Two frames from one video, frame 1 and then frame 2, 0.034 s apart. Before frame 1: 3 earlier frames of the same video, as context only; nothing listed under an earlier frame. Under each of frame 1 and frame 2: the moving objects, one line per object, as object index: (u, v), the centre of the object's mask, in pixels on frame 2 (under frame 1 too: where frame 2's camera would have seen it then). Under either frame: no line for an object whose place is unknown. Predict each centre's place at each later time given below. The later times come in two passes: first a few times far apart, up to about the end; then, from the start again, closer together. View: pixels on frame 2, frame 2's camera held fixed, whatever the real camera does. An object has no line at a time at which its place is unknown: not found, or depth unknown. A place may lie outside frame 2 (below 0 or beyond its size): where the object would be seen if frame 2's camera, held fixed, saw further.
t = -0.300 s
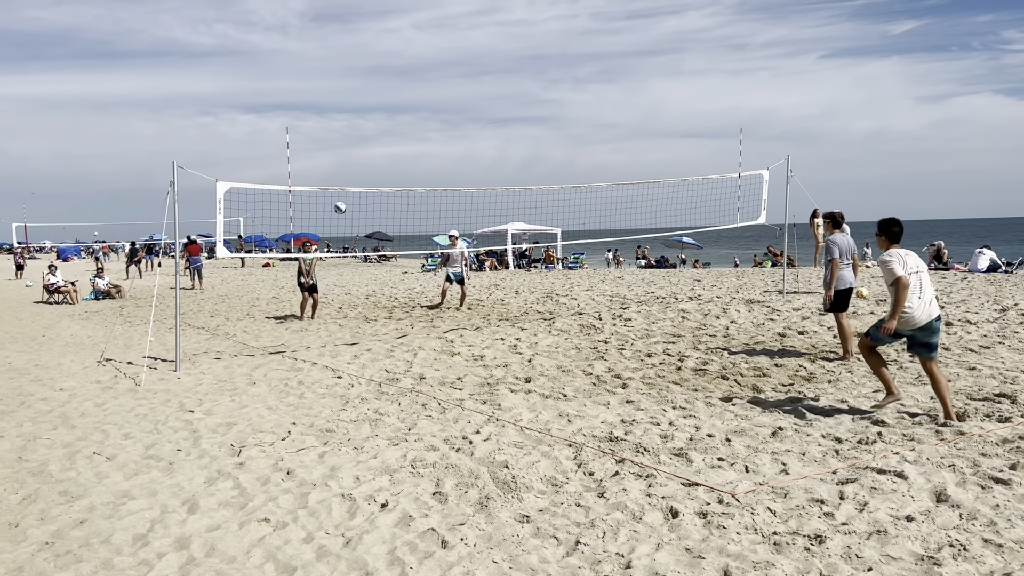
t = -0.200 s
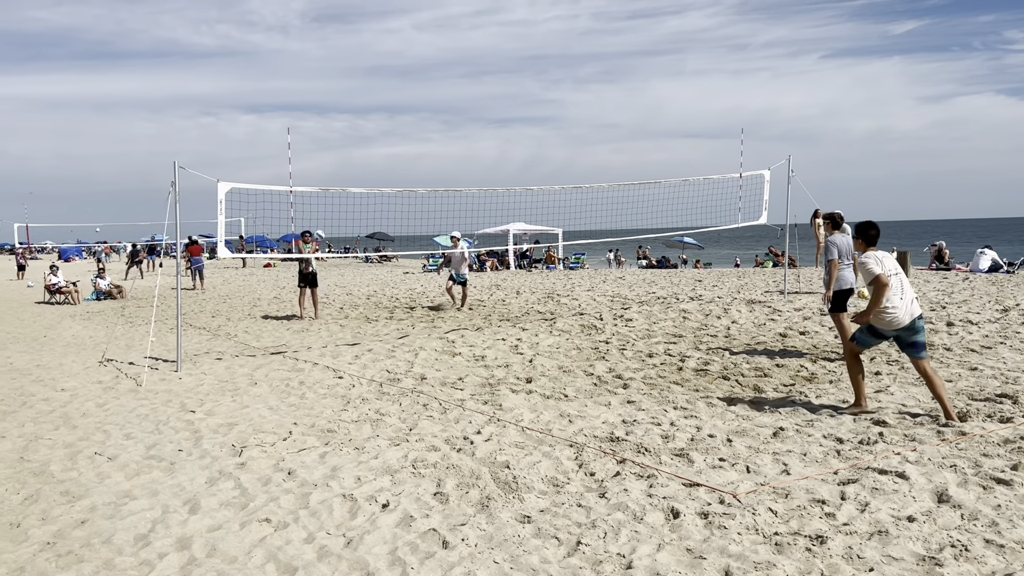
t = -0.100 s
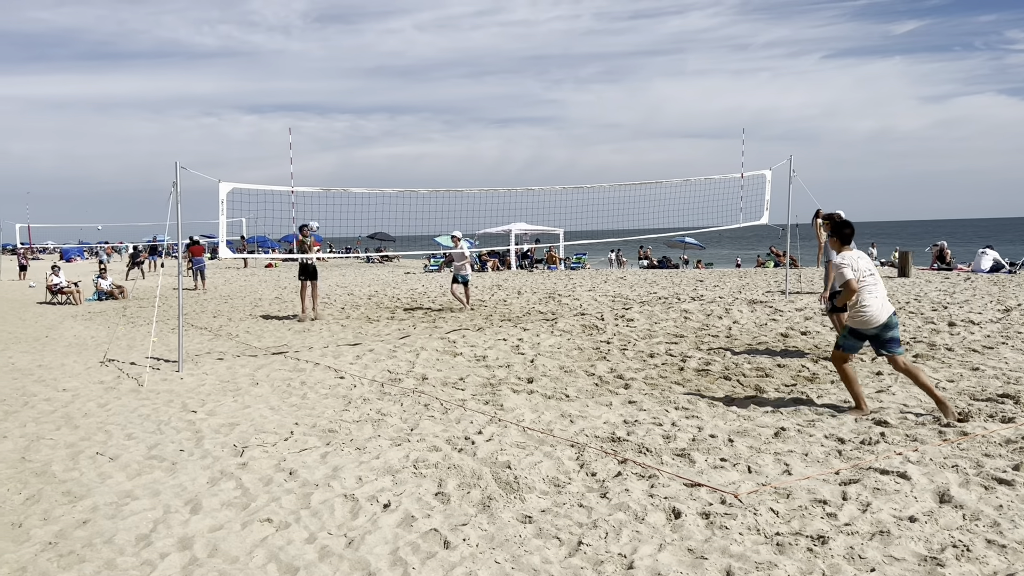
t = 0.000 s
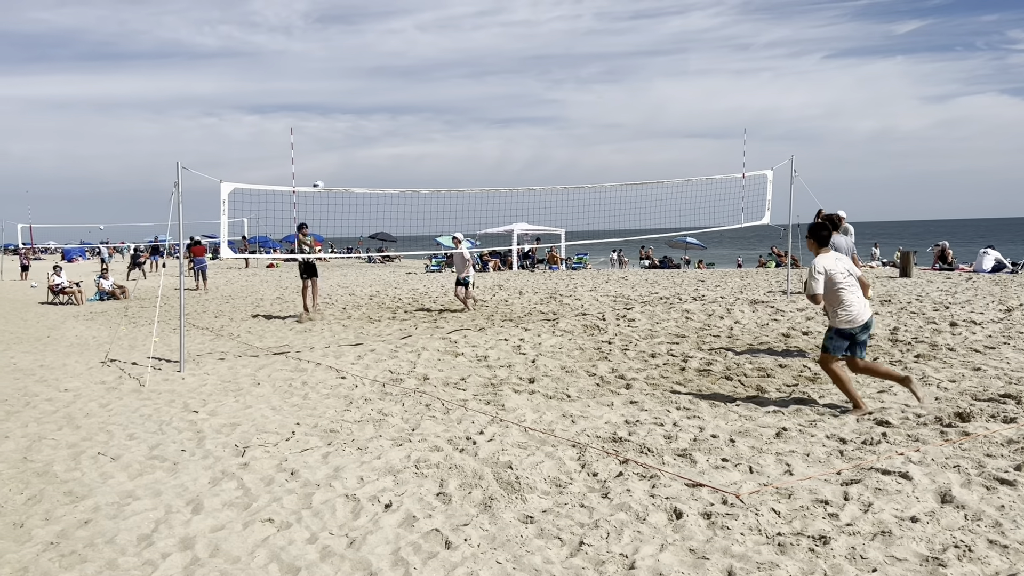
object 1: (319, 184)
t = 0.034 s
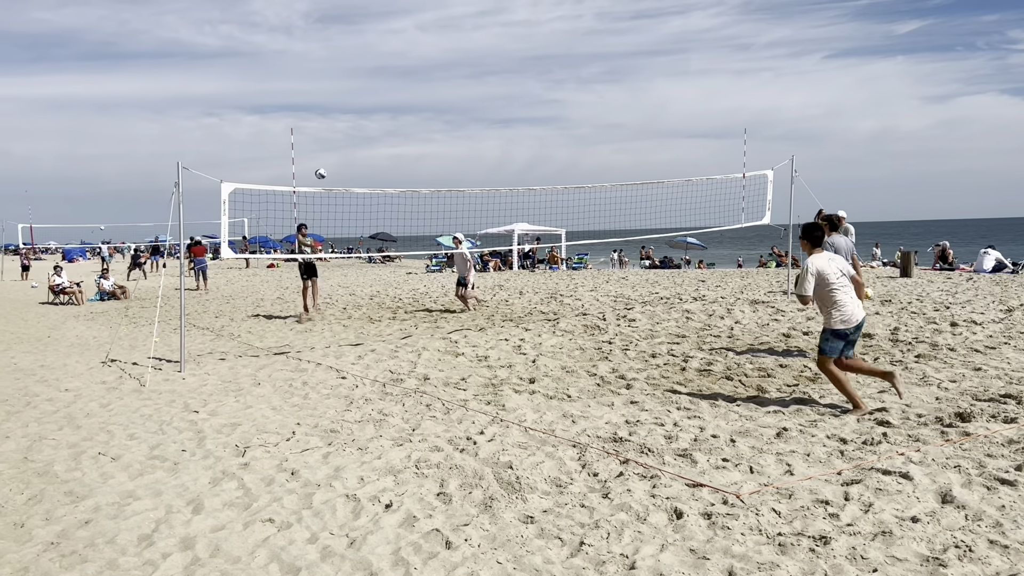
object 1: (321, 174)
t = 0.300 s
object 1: (333, 93)
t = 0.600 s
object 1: (349, 47)
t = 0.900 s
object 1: (368, 47)
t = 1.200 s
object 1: (388, 92)
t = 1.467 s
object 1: (406, 165)
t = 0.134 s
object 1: (325, 139)
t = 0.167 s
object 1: (326, 129)
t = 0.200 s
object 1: (328, 119)
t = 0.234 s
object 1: (329, 110)
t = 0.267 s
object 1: (331, 101)
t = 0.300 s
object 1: (333, 93)
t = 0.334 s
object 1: (334, 85)
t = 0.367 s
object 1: (336, 78)
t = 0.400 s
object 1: (338, 72)
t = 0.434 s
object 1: (340, 67)
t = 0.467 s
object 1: (342, 61)
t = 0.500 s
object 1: (344, 56)
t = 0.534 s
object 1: (346, 53)
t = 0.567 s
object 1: (347, 49)
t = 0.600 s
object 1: (349, 47)
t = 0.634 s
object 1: (352, 45)
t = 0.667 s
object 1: (354, 43)
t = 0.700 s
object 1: (356, 42)
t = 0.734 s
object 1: (358, 41)
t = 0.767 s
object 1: (360, 41)
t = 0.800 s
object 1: (362, 42)
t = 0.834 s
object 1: (364, 43)
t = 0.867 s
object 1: (366, 45)
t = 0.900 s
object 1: (368, 47)
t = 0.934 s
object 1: (370, 50)
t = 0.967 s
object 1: (372, 53)
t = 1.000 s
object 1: (374, 57)
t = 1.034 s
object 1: (377, 62)
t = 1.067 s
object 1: (379, 67)
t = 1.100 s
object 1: (381, 72)
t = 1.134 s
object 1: (384, 78)
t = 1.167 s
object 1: (386, 85)
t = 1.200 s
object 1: (388, 92)
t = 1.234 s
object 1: (390, 99)
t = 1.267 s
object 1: (393, 107)
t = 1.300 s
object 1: (395, 116)
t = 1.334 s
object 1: (397, 124)
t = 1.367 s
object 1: (399, 134)
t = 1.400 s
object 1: (402, 144)
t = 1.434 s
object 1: (404, 154)
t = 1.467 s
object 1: (406, 165)
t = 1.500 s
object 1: (408, 175)
